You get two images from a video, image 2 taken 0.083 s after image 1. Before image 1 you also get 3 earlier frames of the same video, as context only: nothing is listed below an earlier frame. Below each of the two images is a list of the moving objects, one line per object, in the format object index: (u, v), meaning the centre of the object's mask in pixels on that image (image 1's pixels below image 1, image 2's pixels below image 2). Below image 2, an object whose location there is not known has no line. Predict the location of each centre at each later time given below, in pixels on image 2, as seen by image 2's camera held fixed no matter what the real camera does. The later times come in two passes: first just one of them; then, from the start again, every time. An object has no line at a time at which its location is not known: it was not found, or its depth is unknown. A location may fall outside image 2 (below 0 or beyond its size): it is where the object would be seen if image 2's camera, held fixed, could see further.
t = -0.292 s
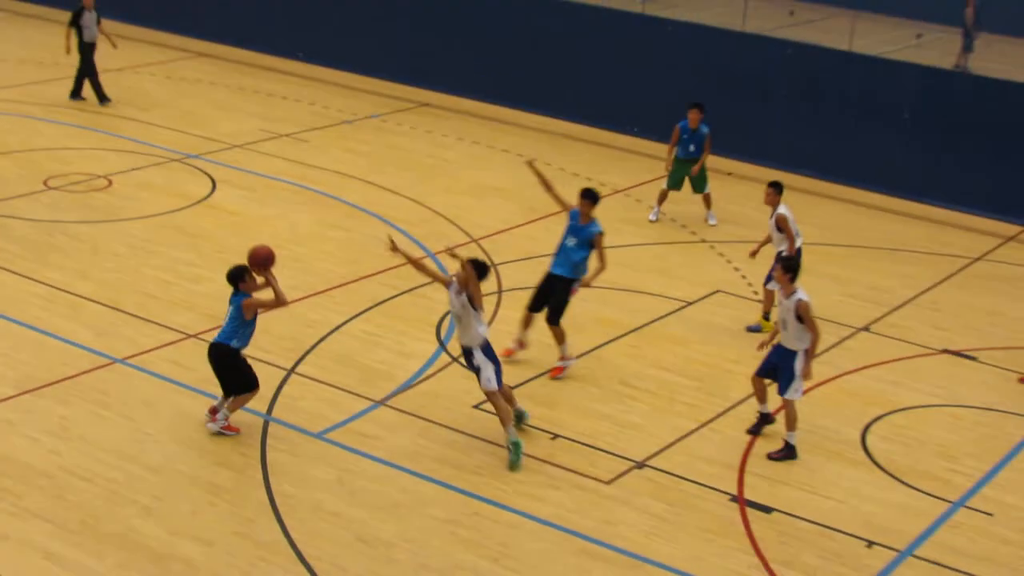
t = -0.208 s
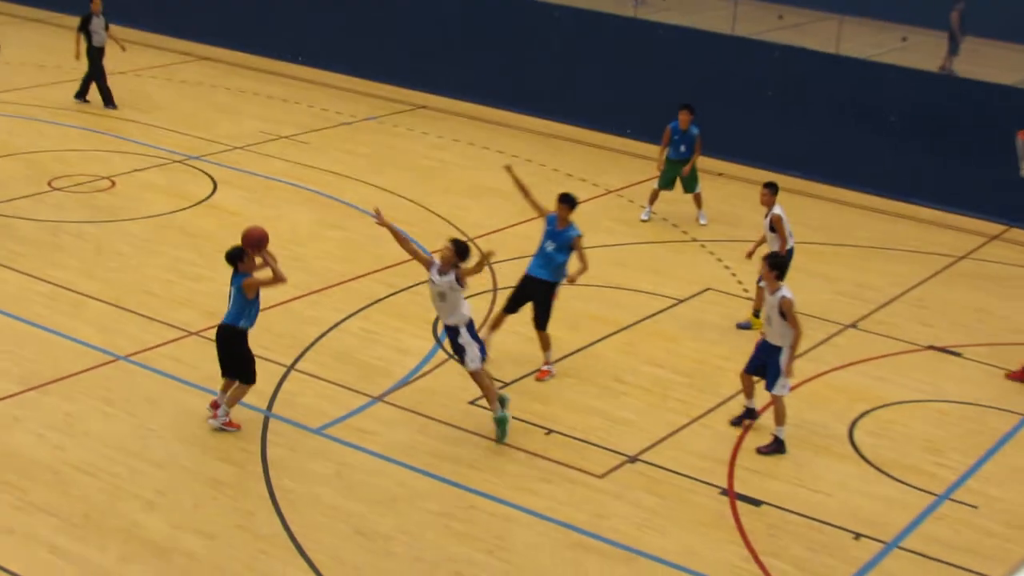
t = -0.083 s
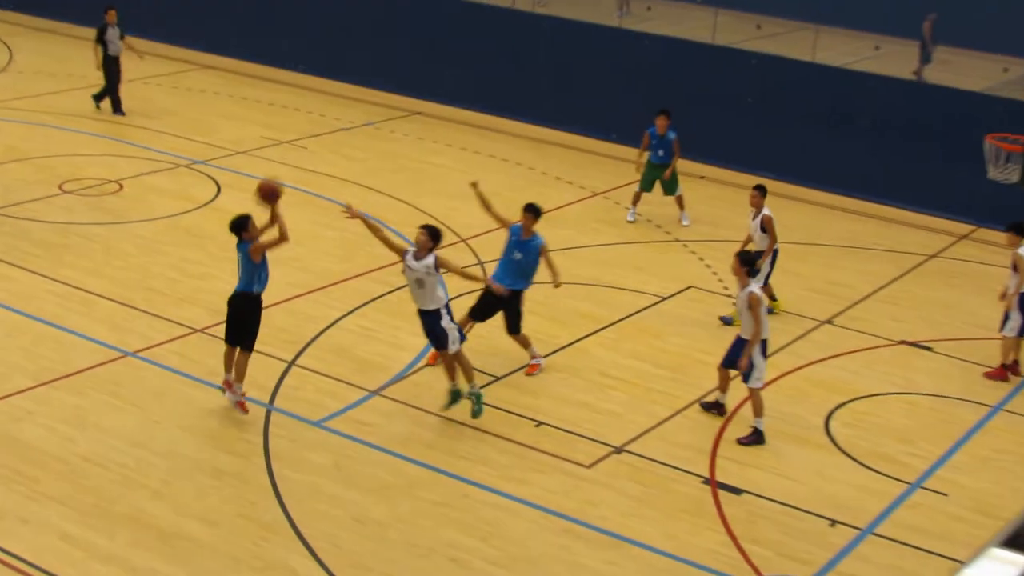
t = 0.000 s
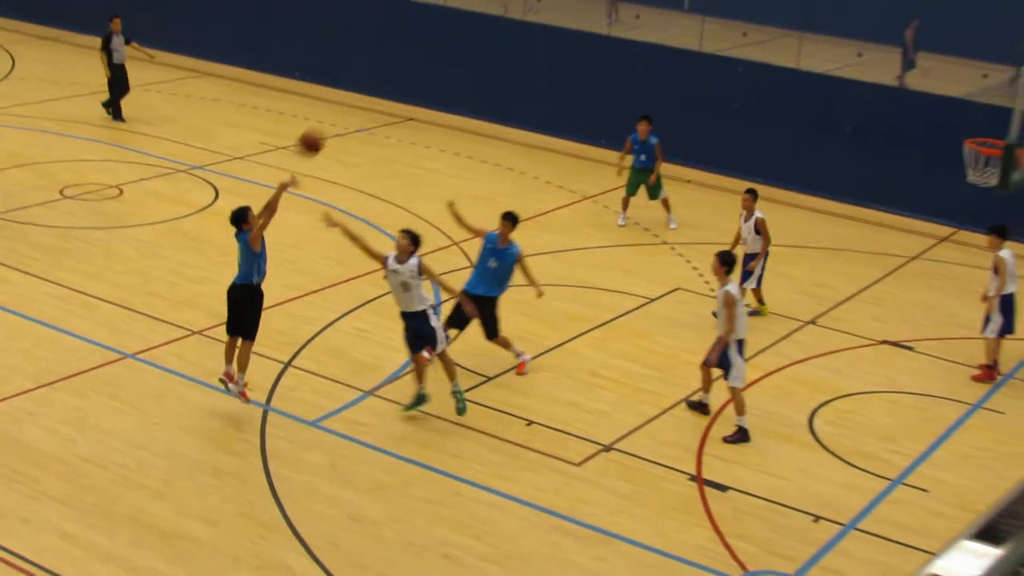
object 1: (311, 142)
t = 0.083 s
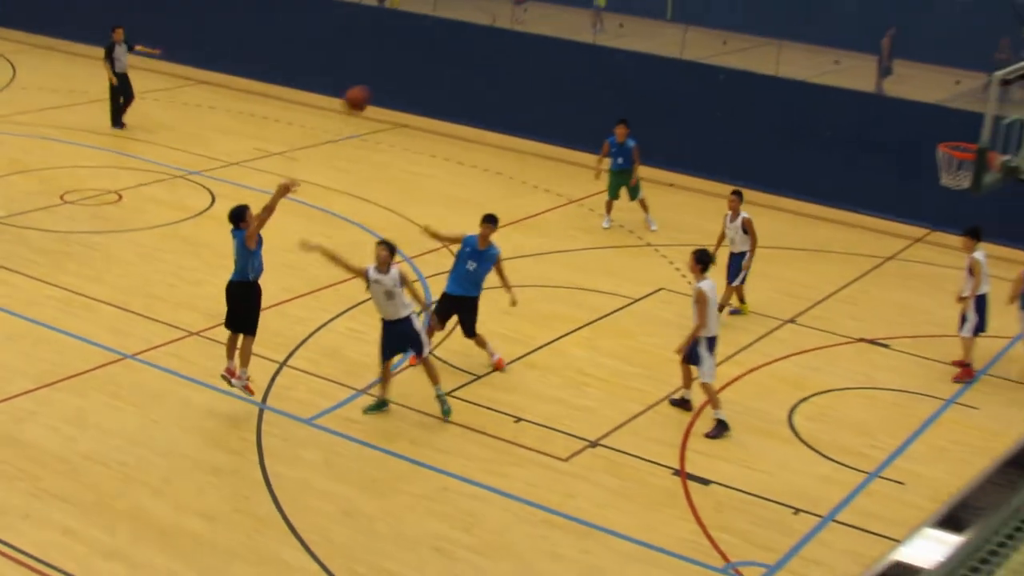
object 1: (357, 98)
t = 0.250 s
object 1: (456, 27)
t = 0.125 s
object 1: (383, 77)
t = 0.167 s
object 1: (408, 57)
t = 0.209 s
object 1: (432, 40)
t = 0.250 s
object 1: (456, 27)
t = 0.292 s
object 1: (482, 13)
